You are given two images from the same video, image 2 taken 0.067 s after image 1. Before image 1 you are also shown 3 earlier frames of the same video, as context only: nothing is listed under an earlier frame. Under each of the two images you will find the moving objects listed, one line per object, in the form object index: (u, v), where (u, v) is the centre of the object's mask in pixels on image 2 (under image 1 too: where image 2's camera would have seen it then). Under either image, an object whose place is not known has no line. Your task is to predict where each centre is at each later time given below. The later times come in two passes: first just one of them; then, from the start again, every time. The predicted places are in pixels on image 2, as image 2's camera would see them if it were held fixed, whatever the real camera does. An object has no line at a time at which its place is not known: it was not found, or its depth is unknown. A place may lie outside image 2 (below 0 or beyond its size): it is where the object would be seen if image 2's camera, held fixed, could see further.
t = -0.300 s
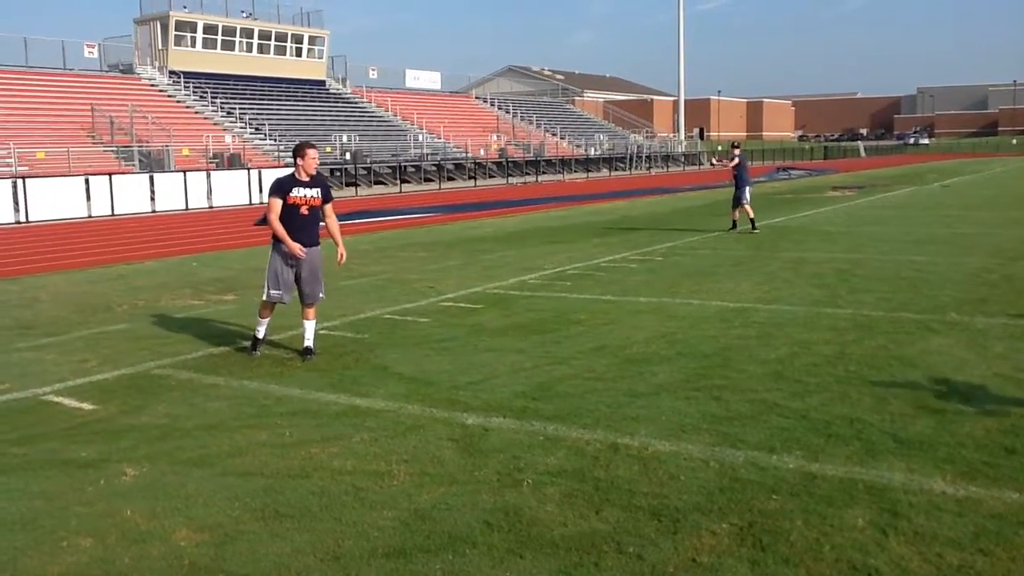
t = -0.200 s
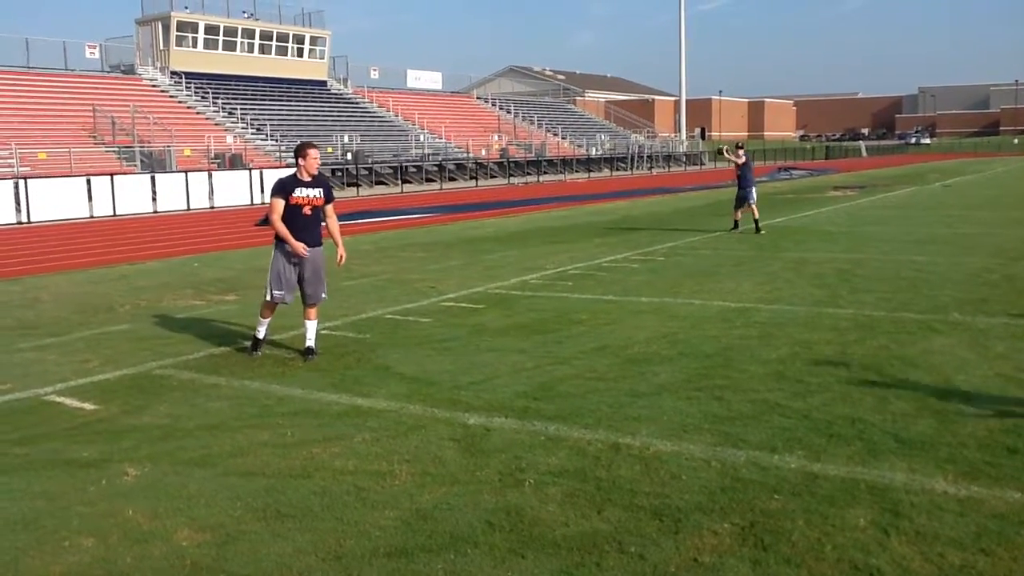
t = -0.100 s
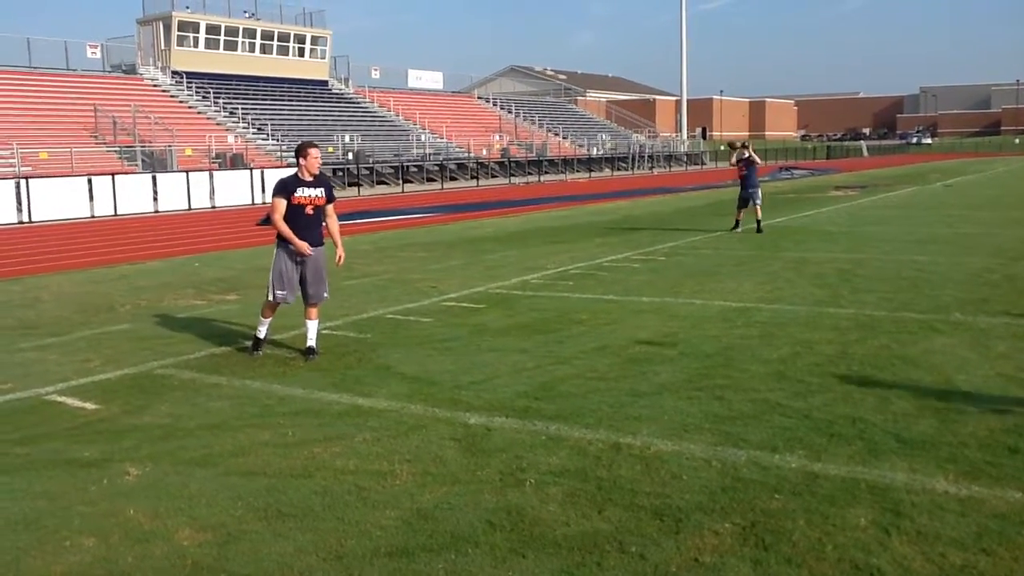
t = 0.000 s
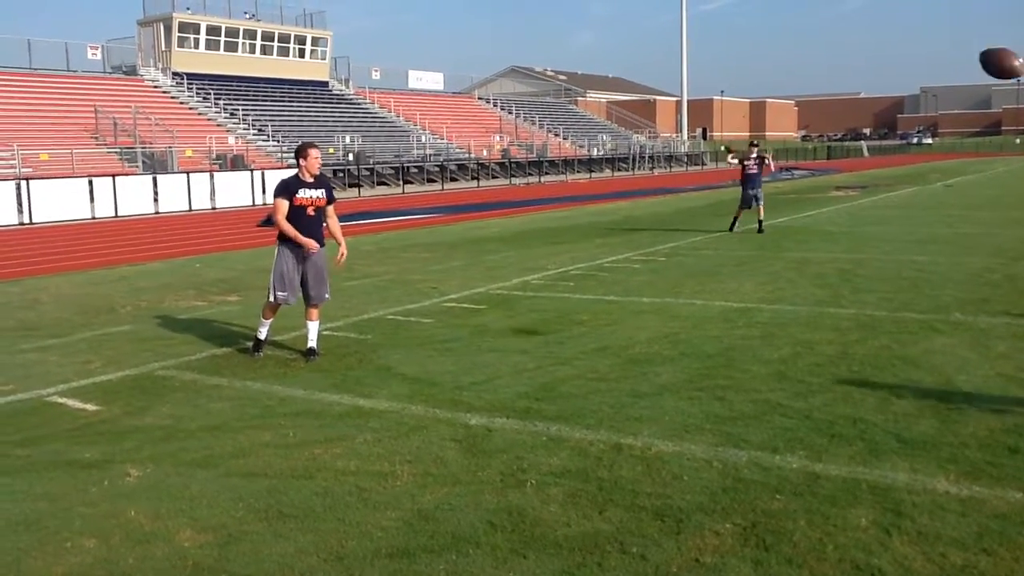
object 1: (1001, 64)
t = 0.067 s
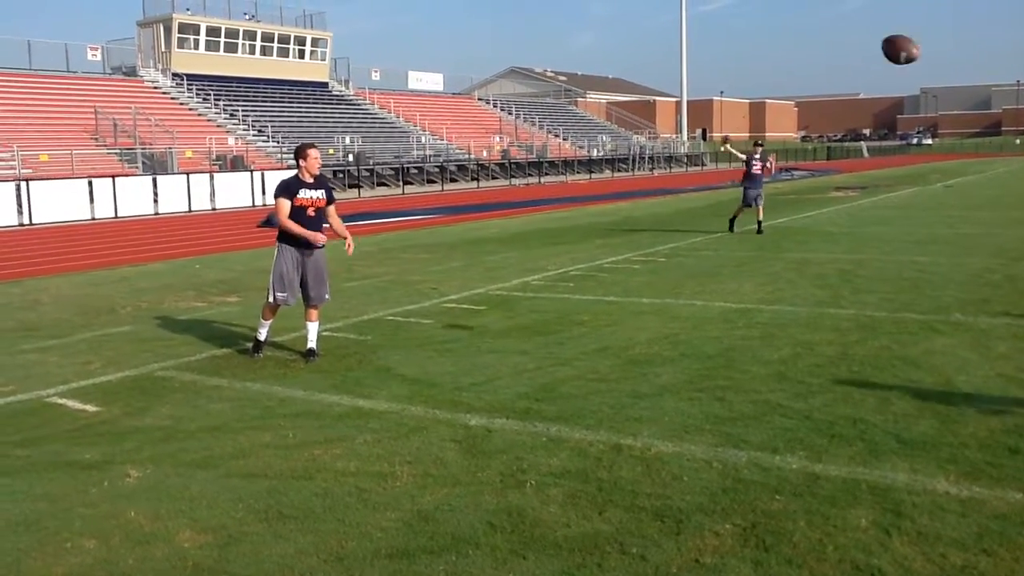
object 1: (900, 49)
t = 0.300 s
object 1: (605, 57)
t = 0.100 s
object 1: (852, 45)
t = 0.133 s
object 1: (807, 43)
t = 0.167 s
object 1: (763, 43)
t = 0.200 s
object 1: (720, 44)
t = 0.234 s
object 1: (680, 47)
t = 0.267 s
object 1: (642, 51)
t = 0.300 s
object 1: (605, 57)
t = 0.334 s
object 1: (569, 65)
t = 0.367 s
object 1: (537, 73)
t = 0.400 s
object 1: (503, 83)
